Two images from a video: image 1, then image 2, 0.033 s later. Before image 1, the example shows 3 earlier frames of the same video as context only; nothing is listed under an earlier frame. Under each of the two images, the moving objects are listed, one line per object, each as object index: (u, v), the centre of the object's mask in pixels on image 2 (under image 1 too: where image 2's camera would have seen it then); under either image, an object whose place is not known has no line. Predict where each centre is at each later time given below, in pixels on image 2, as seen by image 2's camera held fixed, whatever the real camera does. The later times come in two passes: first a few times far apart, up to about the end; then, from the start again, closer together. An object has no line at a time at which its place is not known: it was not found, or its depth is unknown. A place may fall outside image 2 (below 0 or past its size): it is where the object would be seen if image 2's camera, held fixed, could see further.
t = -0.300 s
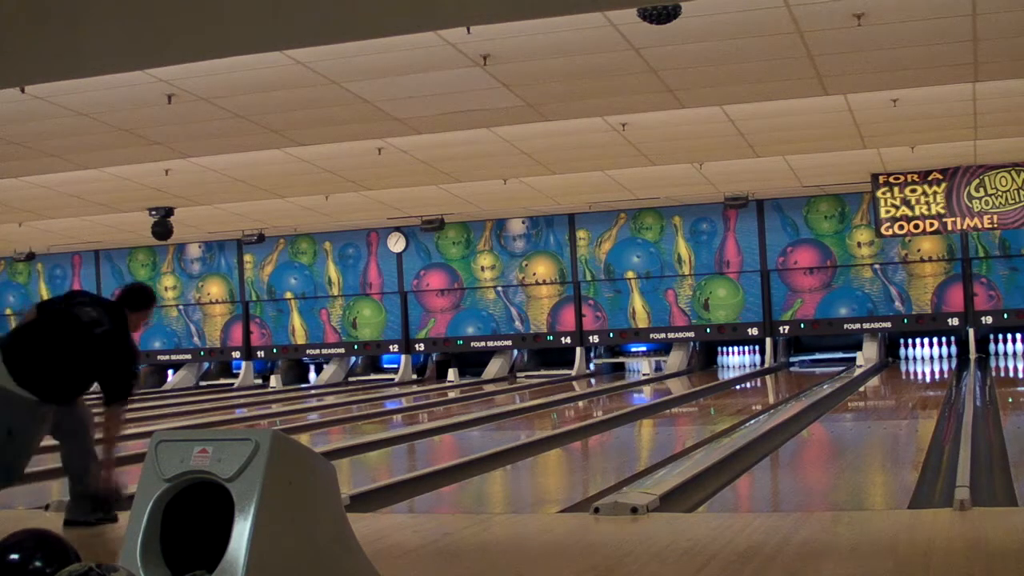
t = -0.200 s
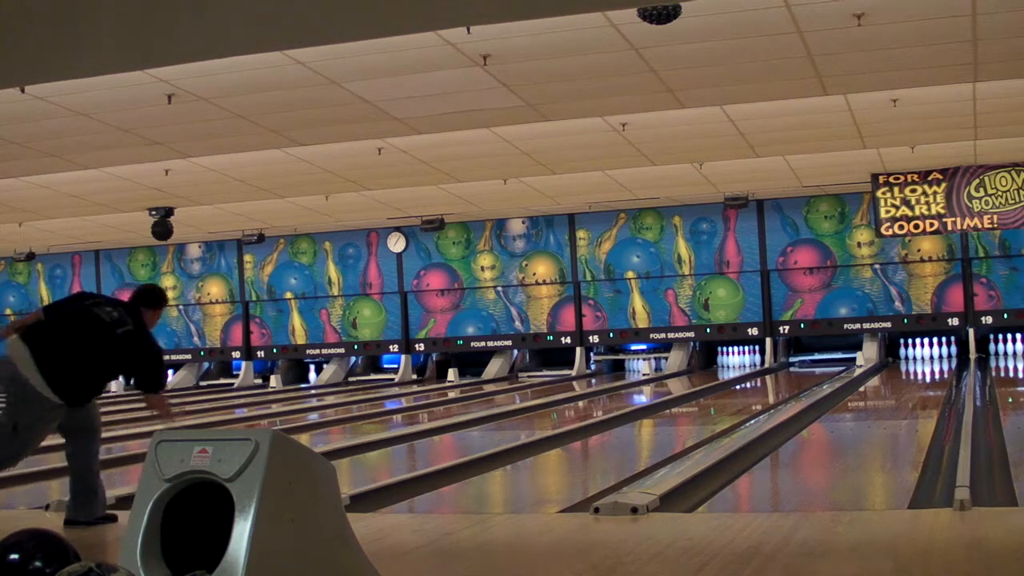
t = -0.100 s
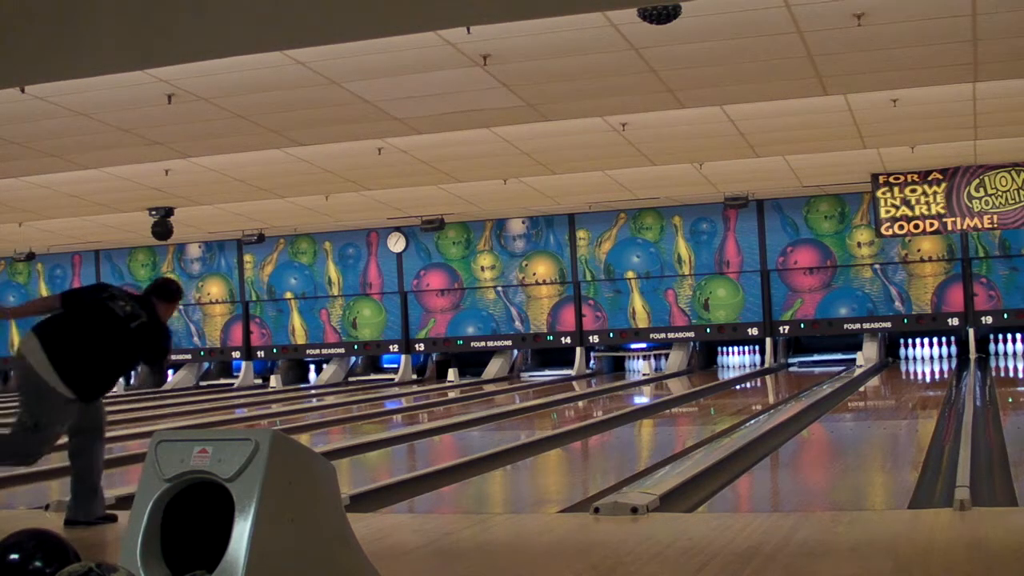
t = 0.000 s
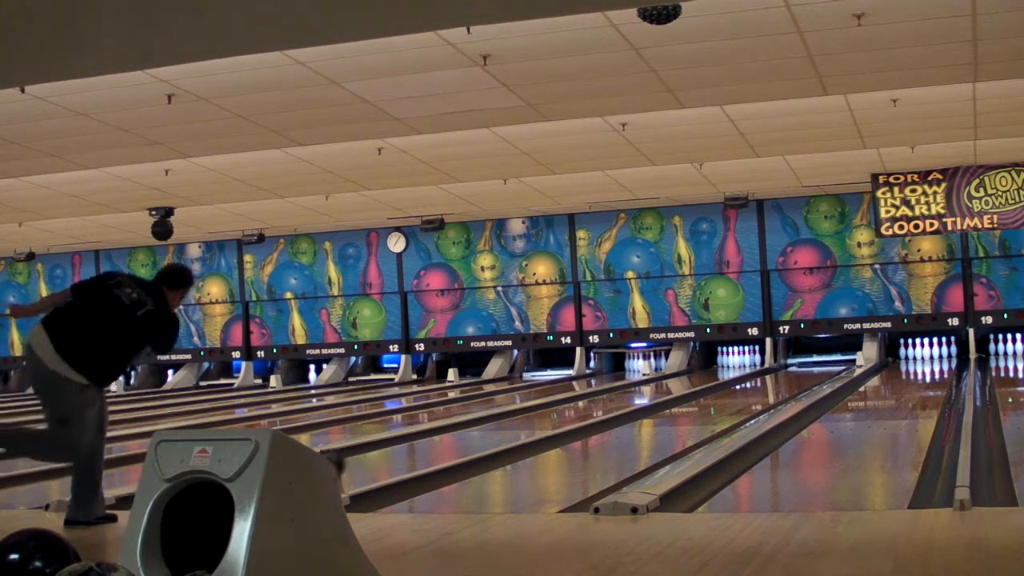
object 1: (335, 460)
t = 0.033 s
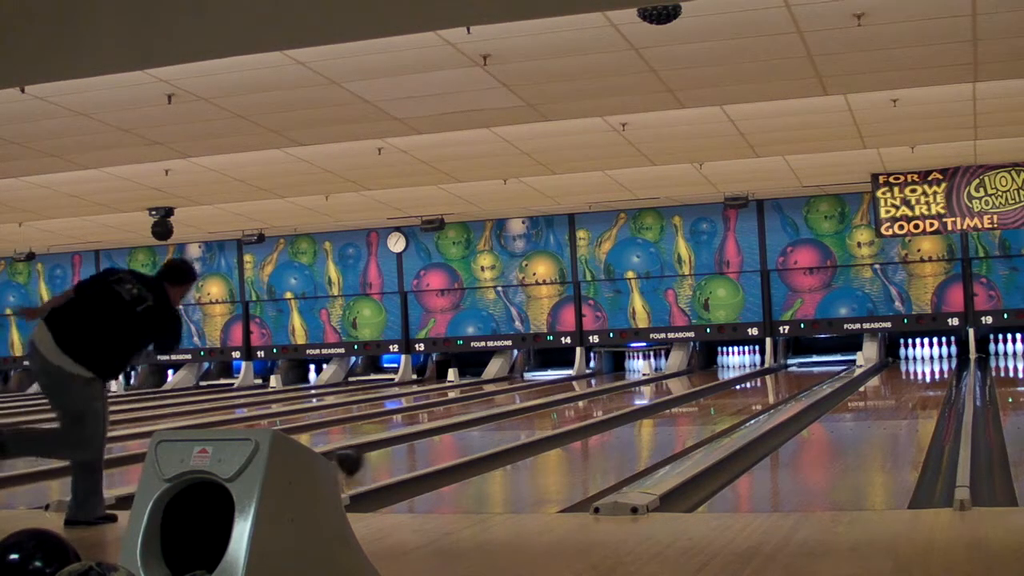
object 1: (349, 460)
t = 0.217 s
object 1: (435, 441)
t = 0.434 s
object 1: (511, 421)
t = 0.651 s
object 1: (571, 409)
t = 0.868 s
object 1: (617, 398)
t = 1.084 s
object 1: (654, 389)
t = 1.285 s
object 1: (679, 383)
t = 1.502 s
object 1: (700, 377)
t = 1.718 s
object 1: (722, 371)
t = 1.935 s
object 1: (728, 367)
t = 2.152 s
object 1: (737, 364)
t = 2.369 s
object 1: (743, 361)
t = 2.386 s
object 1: (743, 361)
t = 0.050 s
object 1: (358, 458)
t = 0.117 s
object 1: (391, 450)
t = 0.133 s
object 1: (398, 449)
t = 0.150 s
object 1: (406, 447)
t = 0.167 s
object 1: (413, 446)
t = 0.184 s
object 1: (421, 443)
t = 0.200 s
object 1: (428, 443)
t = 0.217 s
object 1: (435, 441)
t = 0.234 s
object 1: (441, 440)
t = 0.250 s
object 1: (448, 437)
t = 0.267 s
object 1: (455, 436)
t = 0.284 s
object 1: (461, 434)
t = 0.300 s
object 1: (467, 433)
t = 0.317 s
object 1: (473, 430)
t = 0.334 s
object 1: (478, 430)
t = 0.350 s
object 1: (485, 428)
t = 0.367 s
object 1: (490, 427)
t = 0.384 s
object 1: (495, 426)
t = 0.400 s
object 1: (500, 425)
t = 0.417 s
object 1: (506, 423)
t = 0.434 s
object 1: (511, 421)
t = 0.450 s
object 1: (517, 421)
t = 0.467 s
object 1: (521, 420)
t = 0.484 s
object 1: (527, 419)
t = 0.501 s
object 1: (531, 418)
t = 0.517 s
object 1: (536, 417)
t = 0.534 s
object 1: (540, 416)
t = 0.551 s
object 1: (545, 415)
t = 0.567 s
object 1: (550, 414)
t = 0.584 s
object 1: (554, 413)
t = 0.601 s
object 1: (558, 413)
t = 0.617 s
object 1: (562, 411)
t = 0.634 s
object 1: (566, 411)
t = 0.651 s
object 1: (571, 409)
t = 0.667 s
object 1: (575, 408)
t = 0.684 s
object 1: (579, 408)
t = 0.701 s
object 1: (581, 407)
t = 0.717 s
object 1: (585, 407)
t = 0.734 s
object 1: (590, 406)
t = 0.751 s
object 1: (594, 404)
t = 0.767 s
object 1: (597, 403)
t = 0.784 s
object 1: (601, 402)
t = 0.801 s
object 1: (603, 401)
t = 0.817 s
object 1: (607, 401)
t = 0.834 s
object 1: (610, 400)
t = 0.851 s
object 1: (614, 399)
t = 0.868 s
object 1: (617, 398)
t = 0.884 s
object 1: (621, 398)
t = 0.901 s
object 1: (623, 397)
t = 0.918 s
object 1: (626, 396)
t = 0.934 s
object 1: (628, 395)
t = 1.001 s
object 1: (640, 392)
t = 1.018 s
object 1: (643, 392)
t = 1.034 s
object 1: (646, 392)
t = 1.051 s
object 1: (648, 391)
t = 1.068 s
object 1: (651, 391)
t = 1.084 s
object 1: (654, 389)
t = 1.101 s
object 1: (655, 390)
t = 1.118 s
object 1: (658, 389)
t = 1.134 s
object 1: (660, 388)
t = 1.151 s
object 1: (663, 387)
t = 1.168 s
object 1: (664, 387)
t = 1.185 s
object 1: (667, 387)
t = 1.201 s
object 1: (668, 386)
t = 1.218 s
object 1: (671, 385)
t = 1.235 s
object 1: (673, 384)
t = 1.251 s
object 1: (675, 384)
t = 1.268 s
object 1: (677, 383)
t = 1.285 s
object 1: (679, 383)
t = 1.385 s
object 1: (689, 380)
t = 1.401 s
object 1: (691, 380)
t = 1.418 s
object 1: (693, 379)
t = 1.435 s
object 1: (694, 379)
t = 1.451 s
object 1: (695, 378)
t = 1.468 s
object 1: (695, 378)
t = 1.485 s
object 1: (697, 377)
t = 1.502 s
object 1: (700, 377)
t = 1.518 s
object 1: (700, 376)
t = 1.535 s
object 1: (700, 376)
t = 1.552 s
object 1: (702, 375)
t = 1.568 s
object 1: (703, 376)
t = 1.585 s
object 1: (710, 374)
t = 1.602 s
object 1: (709, 375)
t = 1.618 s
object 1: (712, 373)
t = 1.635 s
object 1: (713, 373)
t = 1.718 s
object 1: (722, 371)
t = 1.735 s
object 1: (721, 371)
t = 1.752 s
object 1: (722, 371)
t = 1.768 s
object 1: (720, 369)
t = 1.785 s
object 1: (721, 369)
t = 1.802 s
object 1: (722, 369)
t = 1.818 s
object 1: (722, 369)
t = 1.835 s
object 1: (723, 369)
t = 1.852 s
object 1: (725, 368)
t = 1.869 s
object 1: (725, 368)
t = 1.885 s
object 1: (727, 368)
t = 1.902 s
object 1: (727, 367)
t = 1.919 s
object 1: (728, 367)
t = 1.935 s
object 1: (728, 367)
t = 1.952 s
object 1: (729, 367)
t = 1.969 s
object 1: (730, 367)
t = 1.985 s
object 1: (731, 367)
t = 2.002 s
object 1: (732, 366)
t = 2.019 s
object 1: (732, 366)
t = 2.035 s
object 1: (733, 366)
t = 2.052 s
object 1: (734, 365)
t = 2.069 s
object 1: (734, 365)
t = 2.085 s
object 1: (735, 365)
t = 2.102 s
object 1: (736, 364)
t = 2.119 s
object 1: (736, 364)
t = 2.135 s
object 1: (736, 364)
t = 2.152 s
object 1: (737, 364)
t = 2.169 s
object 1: (737, 364)
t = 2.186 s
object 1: (738, 364)
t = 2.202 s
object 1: (738, 363)
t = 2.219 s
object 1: (739, 363)
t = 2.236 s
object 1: (739, 363)
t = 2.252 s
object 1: (739, 363)
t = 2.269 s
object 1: (740, 363)
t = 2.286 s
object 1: (741, 363)
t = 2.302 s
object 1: (742, 363)
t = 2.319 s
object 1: (742, 362)
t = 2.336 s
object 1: (743, 362)
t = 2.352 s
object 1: (742, 362)
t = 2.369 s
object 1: (743, 361)
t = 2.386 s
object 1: (743, 361)
